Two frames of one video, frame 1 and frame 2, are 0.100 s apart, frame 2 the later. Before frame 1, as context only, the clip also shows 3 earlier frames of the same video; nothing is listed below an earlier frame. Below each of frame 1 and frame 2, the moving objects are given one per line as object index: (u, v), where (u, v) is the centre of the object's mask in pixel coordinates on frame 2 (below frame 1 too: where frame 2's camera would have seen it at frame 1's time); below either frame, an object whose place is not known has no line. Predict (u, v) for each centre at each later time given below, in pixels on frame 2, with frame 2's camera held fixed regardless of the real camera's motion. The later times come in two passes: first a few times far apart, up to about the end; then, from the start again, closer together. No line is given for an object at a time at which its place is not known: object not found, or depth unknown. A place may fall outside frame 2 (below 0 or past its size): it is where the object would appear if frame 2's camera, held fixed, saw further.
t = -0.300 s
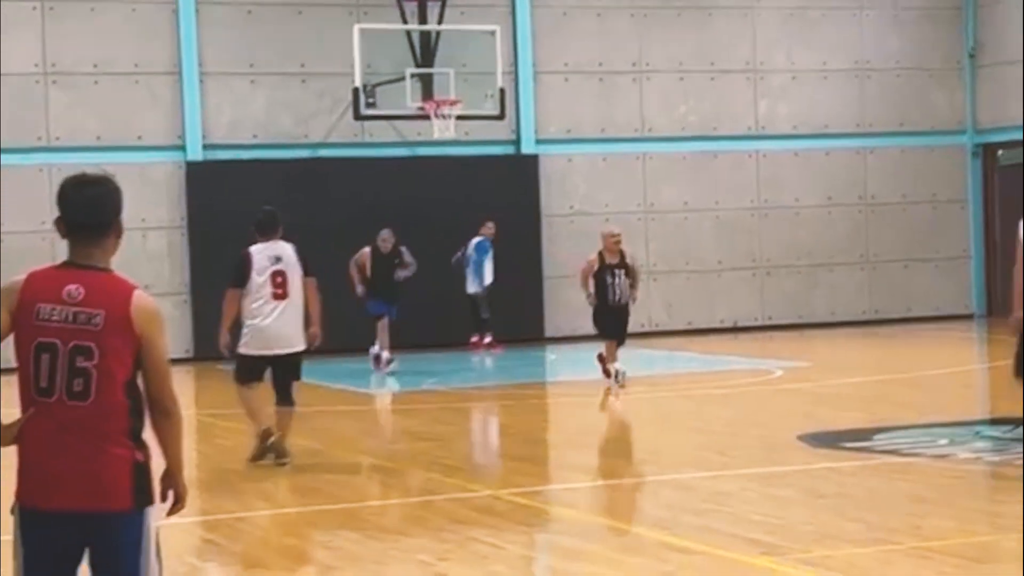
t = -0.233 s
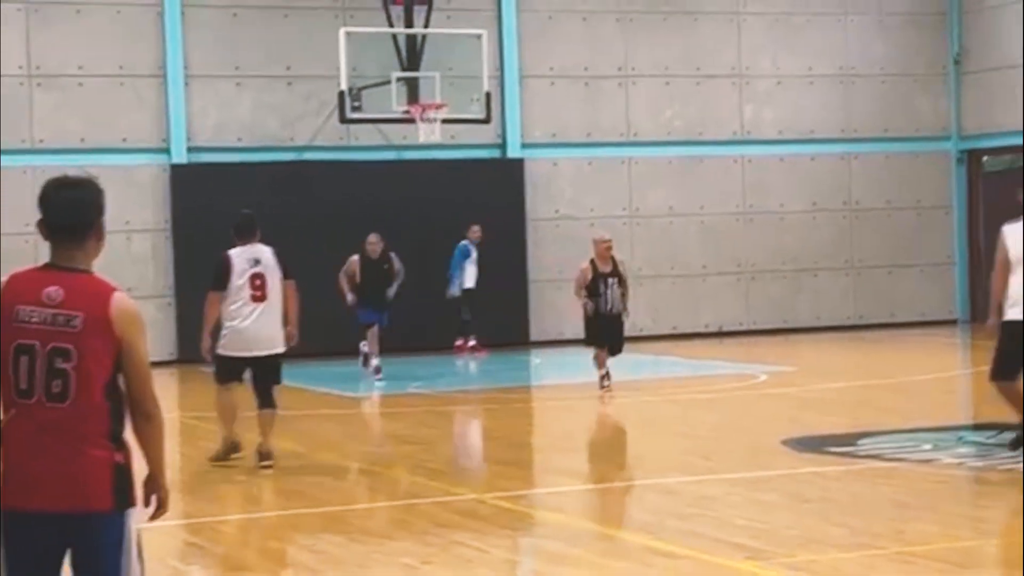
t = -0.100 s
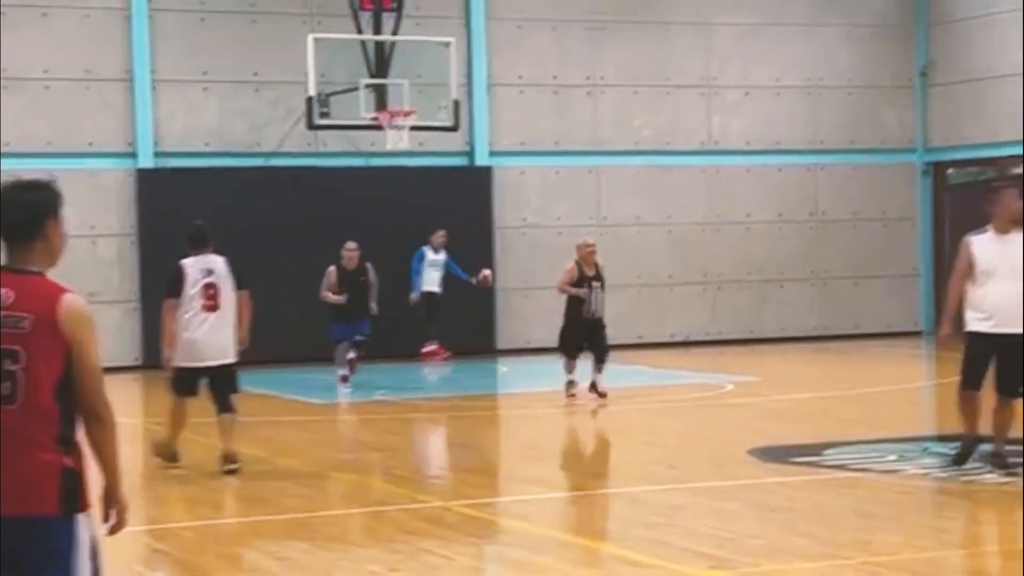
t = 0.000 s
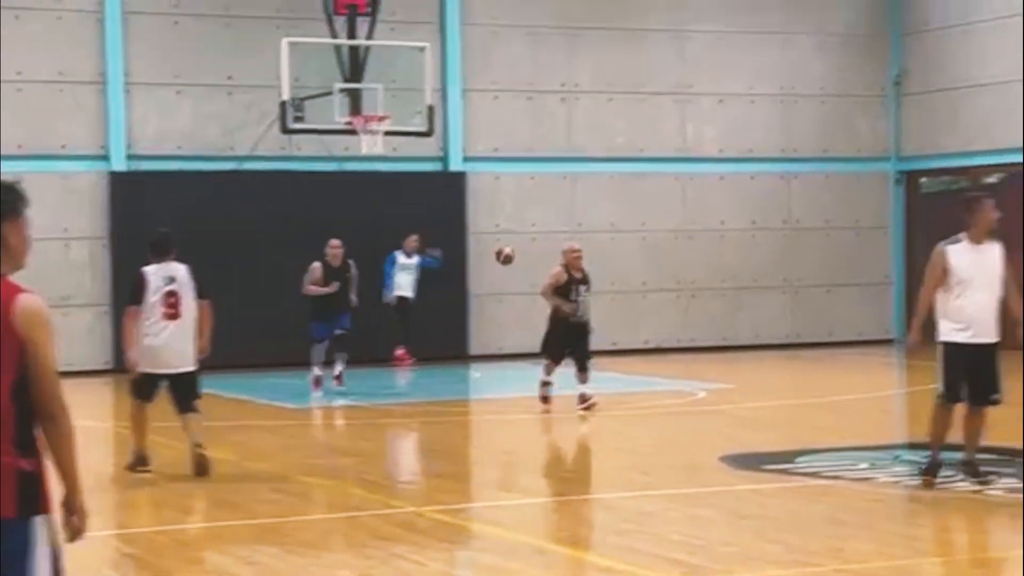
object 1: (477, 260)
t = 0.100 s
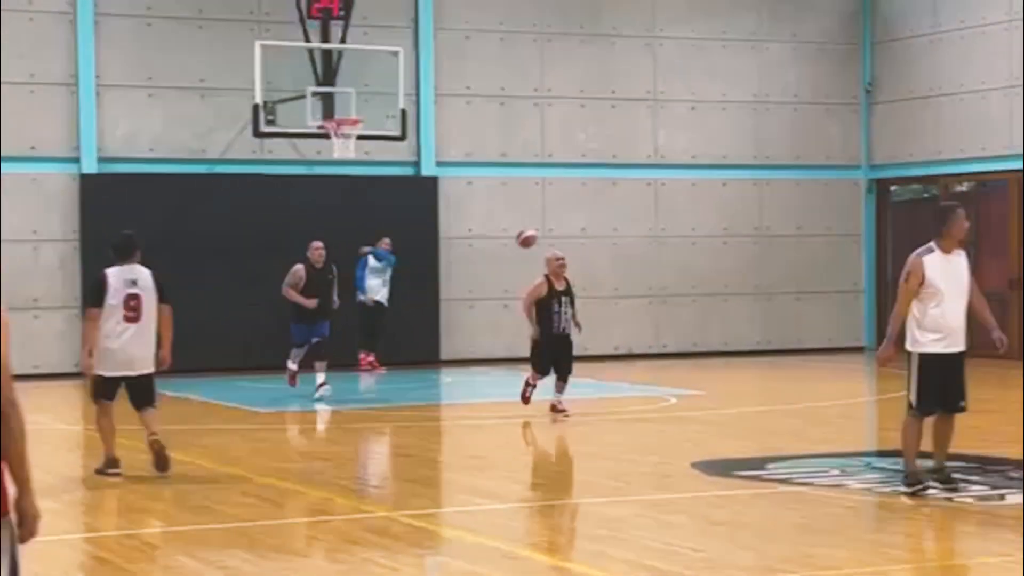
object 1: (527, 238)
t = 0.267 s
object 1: (615, 218)
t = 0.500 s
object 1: (754, 230)
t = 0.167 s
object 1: (561, 228)
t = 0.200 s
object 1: (578, 224)
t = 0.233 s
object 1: (596, 221)
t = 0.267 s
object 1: (615, 218)
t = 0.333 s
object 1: (653, 217)
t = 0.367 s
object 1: (671, 217)
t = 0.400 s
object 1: (692, 219)
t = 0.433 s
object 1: (713, 222)
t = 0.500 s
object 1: (754, 230)
